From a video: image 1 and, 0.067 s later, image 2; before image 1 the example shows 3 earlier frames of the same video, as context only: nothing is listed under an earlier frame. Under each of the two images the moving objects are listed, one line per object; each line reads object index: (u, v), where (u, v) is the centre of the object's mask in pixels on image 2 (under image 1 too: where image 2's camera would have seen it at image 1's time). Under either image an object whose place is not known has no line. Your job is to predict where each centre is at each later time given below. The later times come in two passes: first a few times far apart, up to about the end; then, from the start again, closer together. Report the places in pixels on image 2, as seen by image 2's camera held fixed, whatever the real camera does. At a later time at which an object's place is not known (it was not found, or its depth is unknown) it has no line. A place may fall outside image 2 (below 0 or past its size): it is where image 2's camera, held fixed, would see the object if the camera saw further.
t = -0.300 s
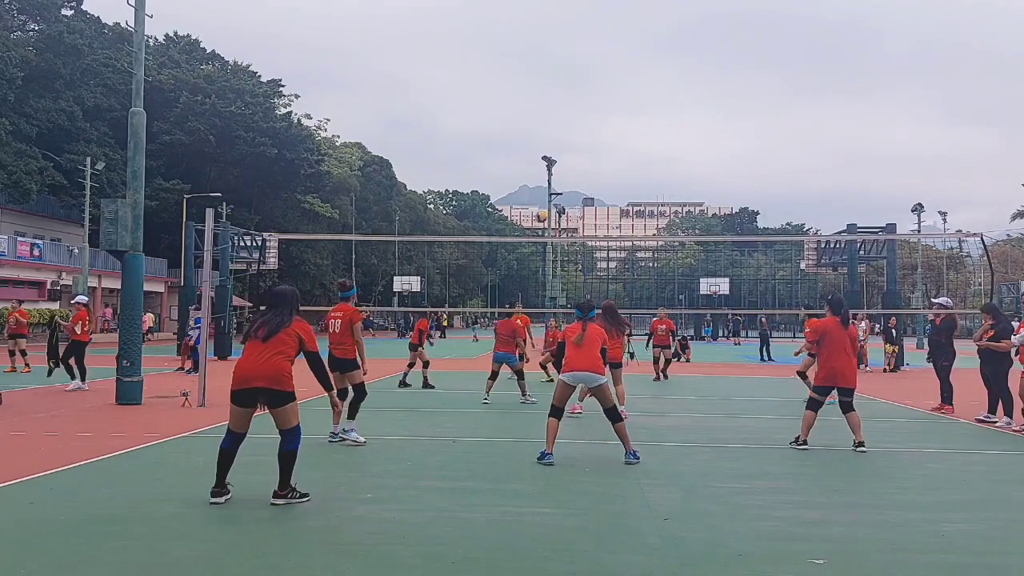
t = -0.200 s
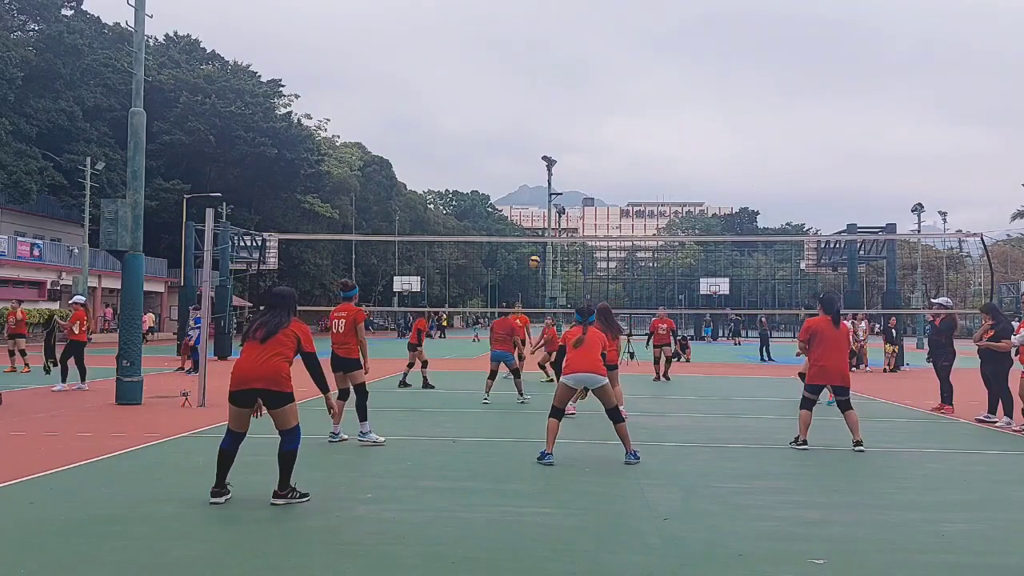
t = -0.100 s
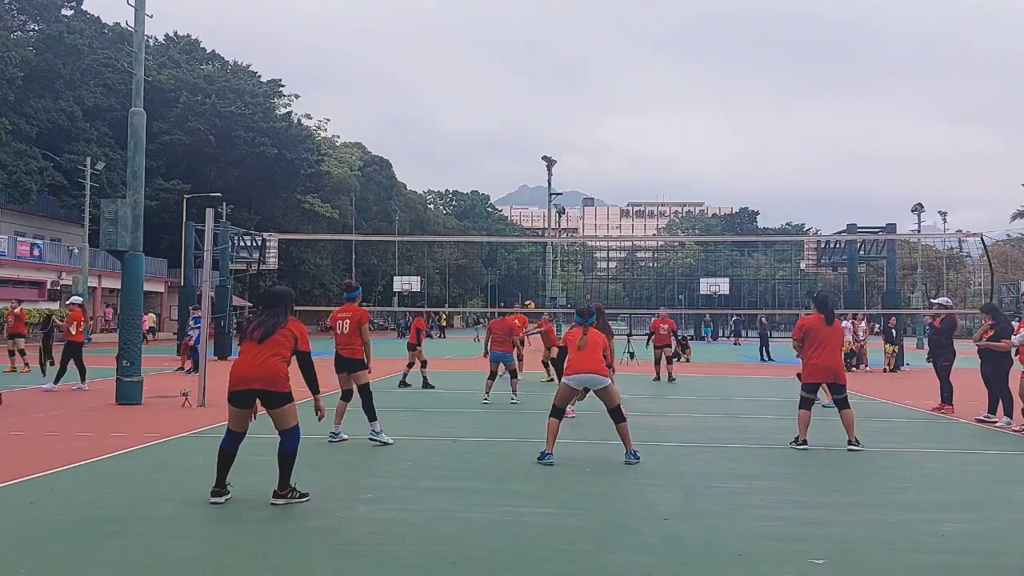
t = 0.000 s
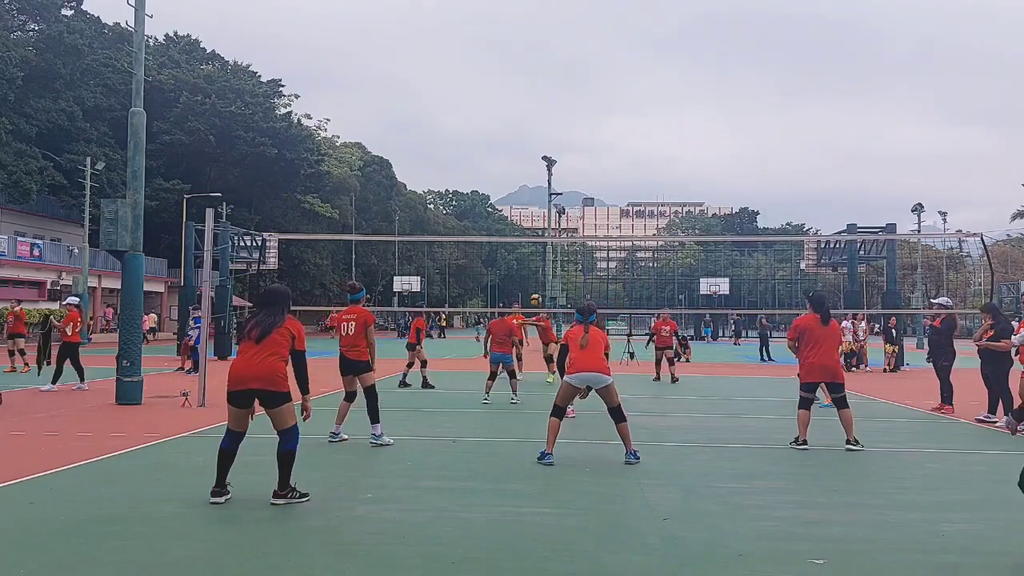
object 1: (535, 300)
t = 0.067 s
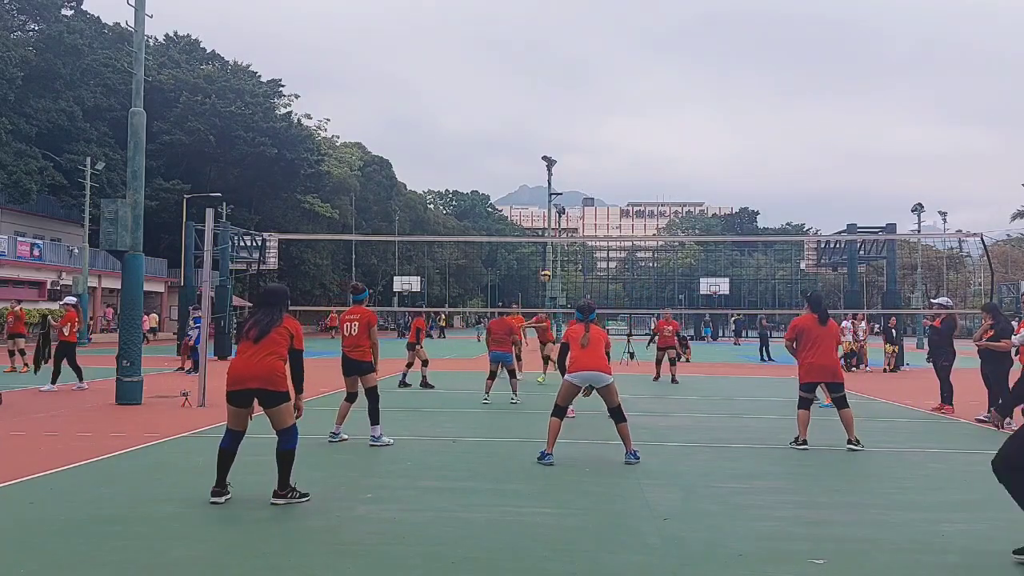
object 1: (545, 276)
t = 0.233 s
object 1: (571, 224)
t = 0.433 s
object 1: (607, 175)
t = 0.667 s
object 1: (655, 140)
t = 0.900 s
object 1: (713, 137)
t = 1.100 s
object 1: (773, 170)
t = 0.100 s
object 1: (552, 262)
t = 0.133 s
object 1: (556, 254)
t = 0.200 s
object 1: (567, 233)
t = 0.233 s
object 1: (571, 224)
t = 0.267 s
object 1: (577, 215)
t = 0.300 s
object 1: (582, 205)
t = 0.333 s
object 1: (589, 198)
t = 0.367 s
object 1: (595, 189)
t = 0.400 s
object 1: (601, 182)
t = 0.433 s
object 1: (607, 175)
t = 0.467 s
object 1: (613, 168)
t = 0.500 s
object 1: (620, 162)
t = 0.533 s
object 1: (627, 157)
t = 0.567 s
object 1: (634, 152)
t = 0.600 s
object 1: (641, 147)
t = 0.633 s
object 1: (648, 143)
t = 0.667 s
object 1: (655, 140)
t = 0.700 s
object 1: (663, 138)
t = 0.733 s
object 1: (670, 136)
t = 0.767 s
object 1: (679, 134)
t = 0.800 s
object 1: (687, 134)
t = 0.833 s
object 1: (695, 134)
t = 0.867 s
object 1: (704, 135)
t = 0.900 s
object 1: (713, 137)
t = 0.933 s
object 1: (722, 139)
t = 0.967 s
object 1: (732, 143)
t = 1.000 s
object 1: (742, 148)
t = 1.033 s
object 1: (752, 154)
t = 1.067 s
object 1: (762, 161)
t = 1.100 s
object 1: (773, 170)
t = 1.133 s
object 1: (784, 180)
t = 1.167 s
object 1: (796, 191)
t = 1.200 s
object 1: (807, 204)
